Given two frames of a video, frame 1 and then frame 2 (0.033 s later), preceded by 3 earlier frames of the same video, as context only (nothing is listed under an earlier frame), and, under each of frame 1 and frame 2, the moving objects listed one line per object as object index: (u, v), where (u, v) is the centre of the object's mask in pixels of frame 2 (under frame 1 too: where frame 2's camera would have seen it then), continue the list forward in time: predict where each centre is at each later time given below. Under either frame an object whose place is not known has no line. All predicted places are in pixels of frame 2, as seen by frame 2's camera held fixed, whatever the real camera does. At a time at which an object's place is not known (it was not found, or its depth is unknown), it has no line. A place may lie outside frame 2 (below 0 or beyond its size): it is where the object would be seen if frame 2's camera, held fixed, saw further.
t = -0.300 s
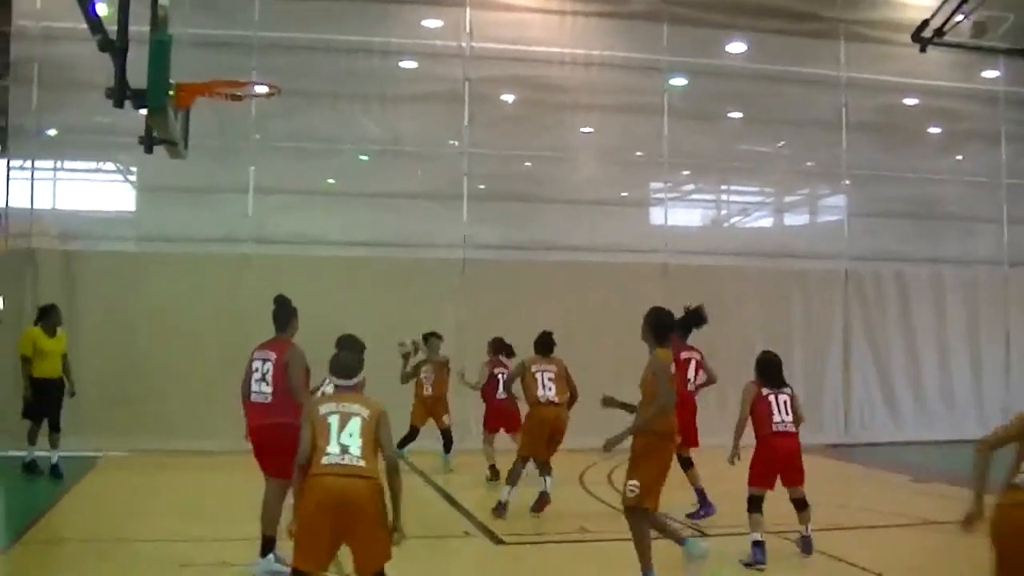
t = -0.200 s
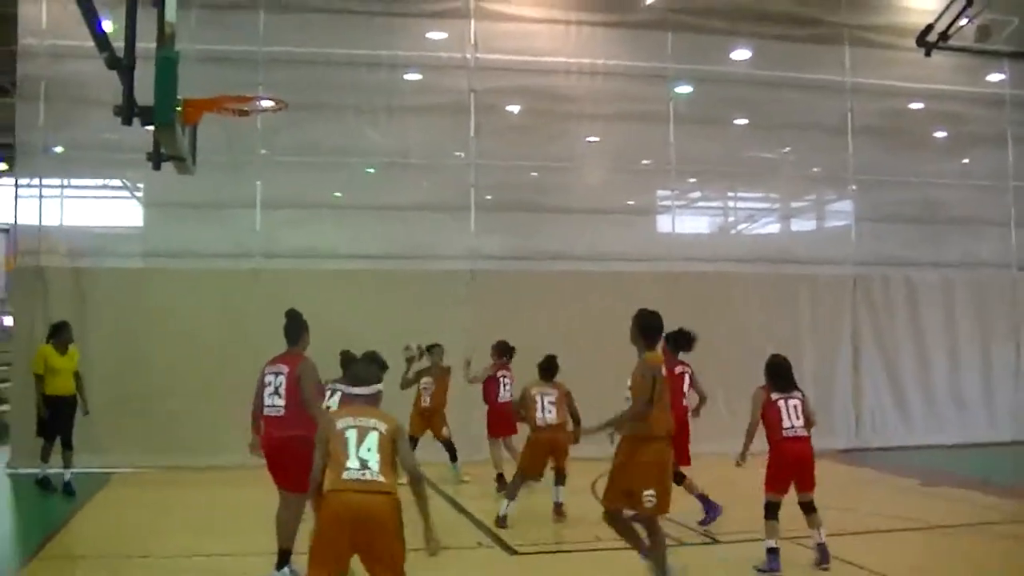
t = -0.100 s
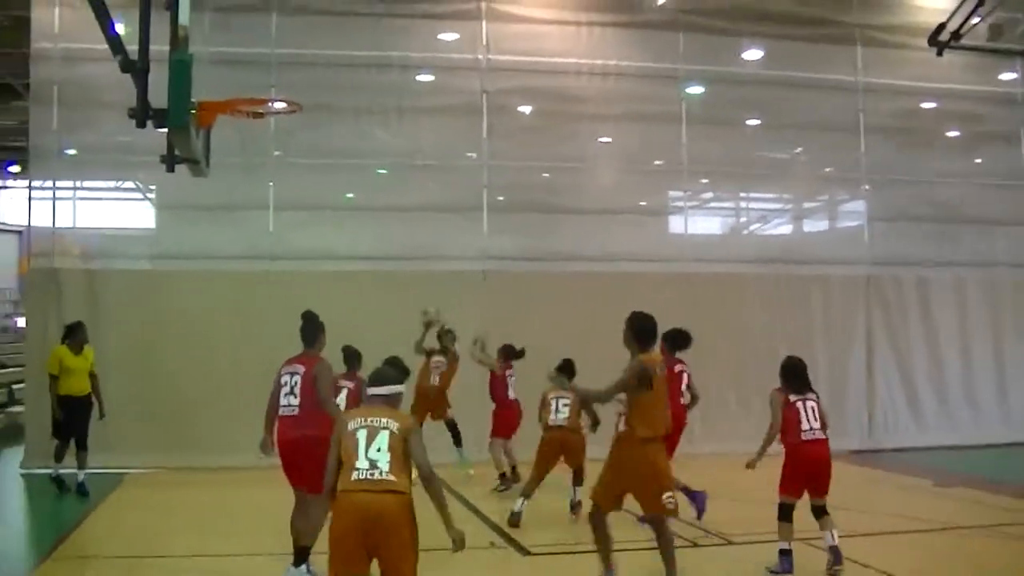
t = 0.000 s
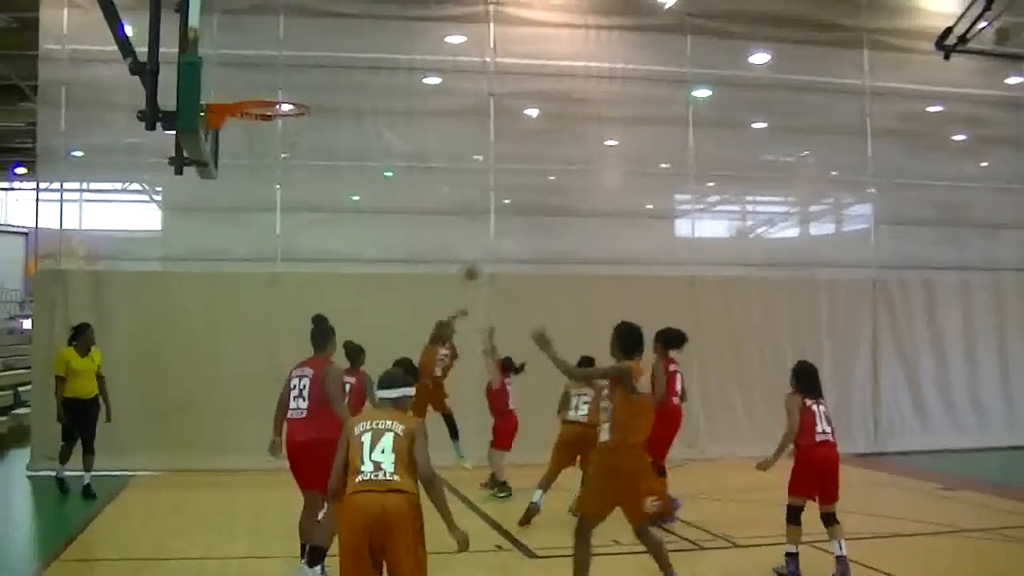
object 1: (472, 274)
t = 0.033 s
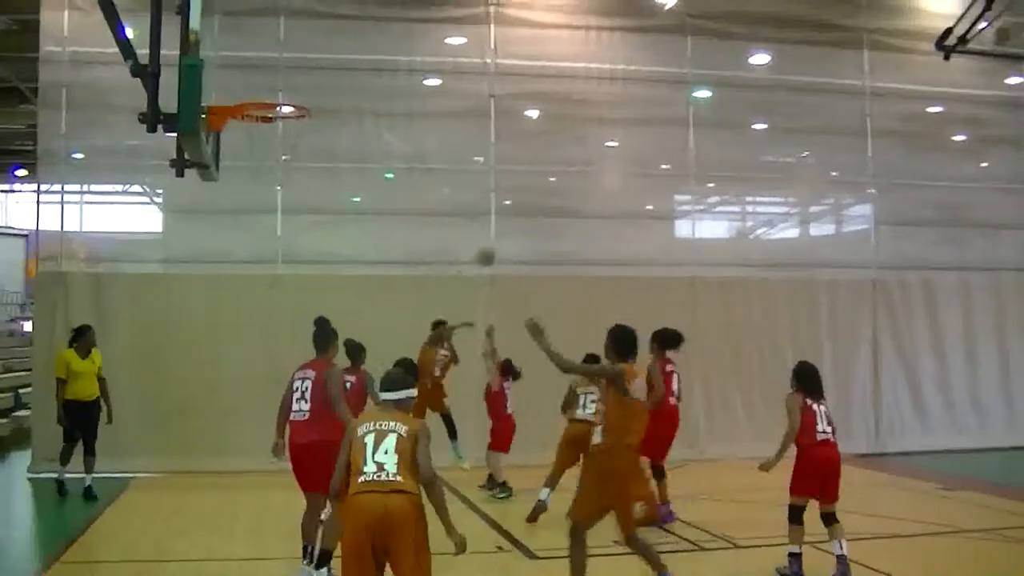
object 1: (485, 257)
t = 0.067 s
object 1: (498, 243)
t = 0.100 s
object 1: (513, 228)
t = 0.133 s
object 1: (528, 215)
